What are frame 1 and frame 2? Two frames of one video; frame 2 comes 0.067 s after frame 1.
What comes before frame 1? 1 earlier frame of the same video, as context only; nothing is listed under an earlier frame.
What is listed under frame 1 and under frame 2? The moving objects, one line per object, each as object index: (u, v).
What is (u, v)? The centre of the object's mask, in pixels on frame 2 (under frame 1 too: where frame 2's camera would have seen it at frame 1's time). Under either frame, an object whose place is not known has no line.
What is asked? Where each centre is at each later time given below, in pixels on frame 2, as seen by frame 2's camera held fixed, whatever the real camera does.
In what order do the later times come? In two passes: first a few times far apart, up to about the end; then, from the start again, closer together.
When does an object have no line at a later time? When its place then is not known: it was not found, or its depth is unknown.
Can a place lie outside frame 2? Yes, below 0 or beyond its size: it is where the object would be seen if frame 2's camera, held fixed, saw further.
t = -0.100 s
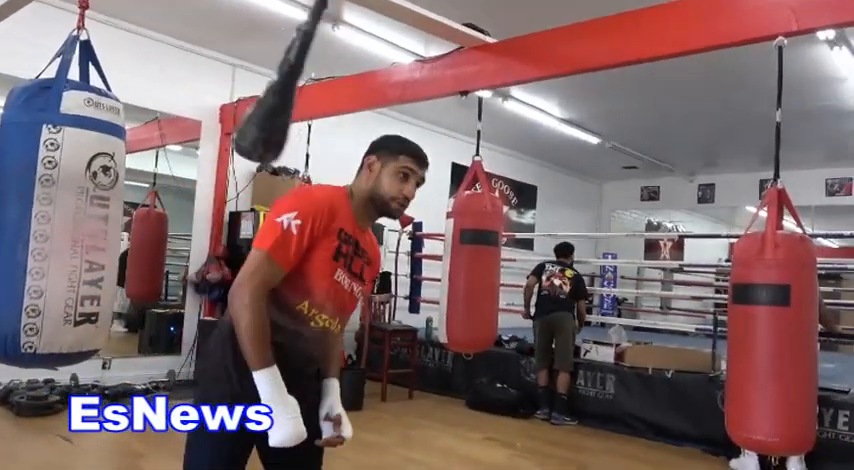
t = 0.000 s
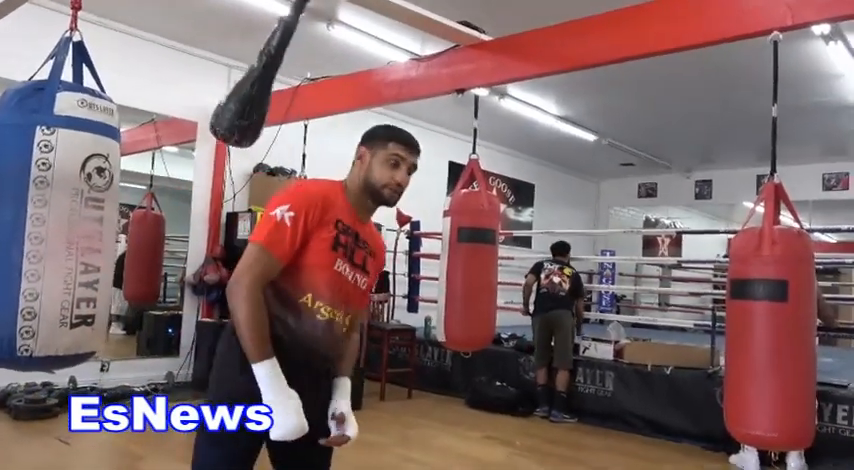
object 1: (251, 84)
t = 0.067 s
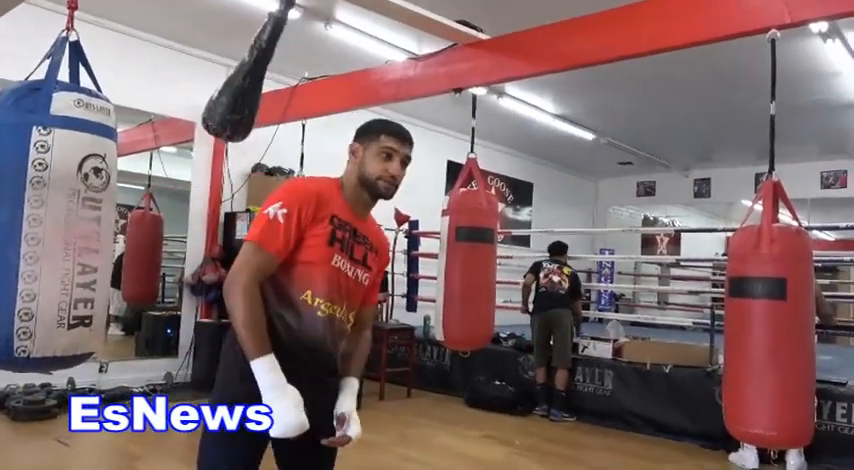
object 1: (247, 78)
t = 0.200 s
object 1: (249, 81)
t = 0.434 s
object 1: (297, 121)
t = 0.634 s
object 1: (398, 128)
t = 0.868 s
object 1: (568, 86)
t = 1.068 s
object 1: (684, 35)
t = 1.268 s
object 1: (683, 35)
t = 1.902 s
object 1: (298, 118)
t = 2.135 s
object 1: (256, 84)
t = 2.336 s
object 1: (261, 85)
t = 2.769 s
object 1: (427, 121)
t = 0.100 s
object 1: (245, 79)
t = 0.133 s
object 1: (245, 79)
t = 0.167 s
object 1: (243, 88)
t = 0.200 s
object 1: (249, 81)
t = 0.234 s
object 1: (252, 84)
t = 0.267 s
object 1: (256, 89)
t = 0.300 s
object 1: (262, 92)
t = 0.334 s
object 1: (269, 96)
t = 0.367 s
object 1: (275, 111)
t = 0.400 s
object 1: (285, 117)
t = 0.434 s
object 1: (297, 121)
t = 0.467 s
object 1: (310, 125)
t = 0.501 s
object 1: (324, 129)
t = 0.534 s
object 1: (340, 135)
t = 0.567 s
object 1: (357, 140)
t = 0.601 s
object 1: (378, 128)
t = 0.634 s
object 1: (398, 128)
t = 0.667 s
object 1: (420, 124)
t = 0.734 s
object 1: (468, 119)
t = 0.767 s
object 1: (493, 113)
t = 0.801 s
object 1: (518, 105)
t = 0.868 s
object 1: (568, 86)
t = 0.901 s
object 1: (592, 77)
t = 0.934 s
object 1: (614, 65)
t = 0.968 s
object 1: (633, 55)
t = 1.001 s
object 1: (652, 46)
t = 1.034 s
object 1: (670, 41)
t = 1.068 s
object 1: (684, 35)
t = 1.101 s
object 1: (694, 32)
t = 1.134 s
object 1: (700, 30)
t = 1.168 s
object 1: (701, 29)
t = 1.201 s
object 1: (699, 29)
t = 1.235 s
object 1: (693, 32)
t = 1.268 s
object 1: (683, 35)
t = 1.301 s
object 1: (669, 41)
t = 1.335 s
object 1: (652, 50)
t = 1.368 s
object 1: (633, 59)
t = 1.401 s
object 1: (612, 69)
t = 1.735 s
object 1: (373, 145)
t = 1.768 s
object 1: (355, 140)
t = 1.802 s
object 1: (337, 136)
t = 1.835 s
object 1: (322, 133)
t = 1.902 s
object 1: (298, 118)
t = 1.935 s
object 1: (288, 111)
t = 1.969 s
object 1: (278, 109)
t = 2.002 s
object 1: (272, 102)
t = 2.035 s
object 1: (268, 88)
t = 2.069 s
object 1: (263, 86)
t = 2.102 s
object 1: (259, 84)
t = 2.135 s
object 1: (256, 84)
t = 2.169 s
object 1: (254, 83)
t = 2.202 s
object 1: (252, 84)
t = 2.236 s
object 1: (254, 83)
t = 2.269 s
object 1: (256, 82)
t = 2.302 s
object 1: (258, 83)
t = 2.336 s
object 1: (261, 85)
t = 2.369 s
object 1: (265, 88)
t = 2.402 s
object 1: (272, 104)
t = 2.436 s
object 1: (276, 111)
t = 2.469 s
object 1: (285, 111)
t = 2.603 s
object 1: (335, 135)
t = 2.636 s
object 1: (351, 140)
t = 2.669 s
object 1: (366, 142)
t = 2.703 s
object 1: (387, 145)
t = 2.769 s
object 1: (427, 121)
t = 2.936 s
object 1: (542, 90)
